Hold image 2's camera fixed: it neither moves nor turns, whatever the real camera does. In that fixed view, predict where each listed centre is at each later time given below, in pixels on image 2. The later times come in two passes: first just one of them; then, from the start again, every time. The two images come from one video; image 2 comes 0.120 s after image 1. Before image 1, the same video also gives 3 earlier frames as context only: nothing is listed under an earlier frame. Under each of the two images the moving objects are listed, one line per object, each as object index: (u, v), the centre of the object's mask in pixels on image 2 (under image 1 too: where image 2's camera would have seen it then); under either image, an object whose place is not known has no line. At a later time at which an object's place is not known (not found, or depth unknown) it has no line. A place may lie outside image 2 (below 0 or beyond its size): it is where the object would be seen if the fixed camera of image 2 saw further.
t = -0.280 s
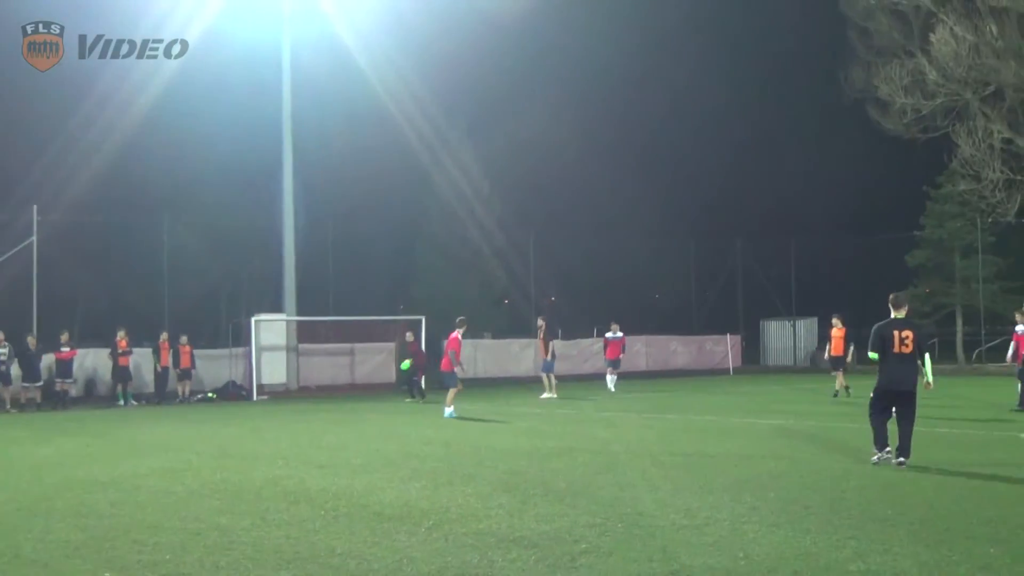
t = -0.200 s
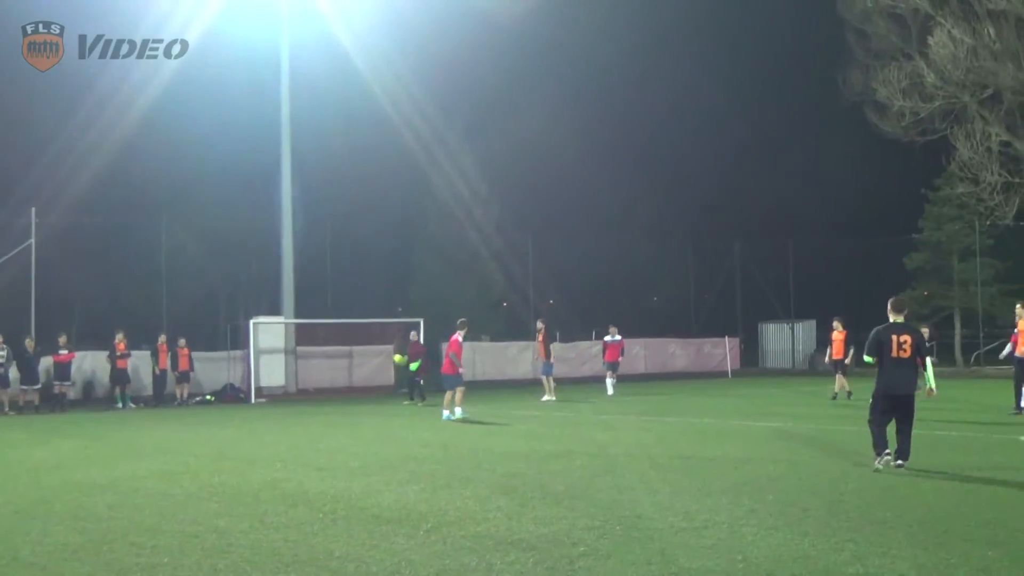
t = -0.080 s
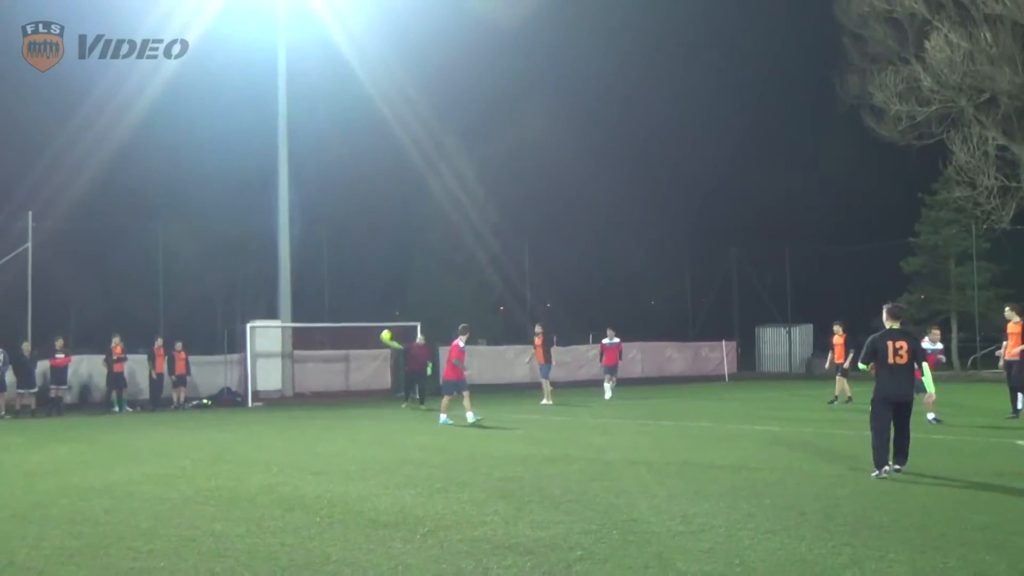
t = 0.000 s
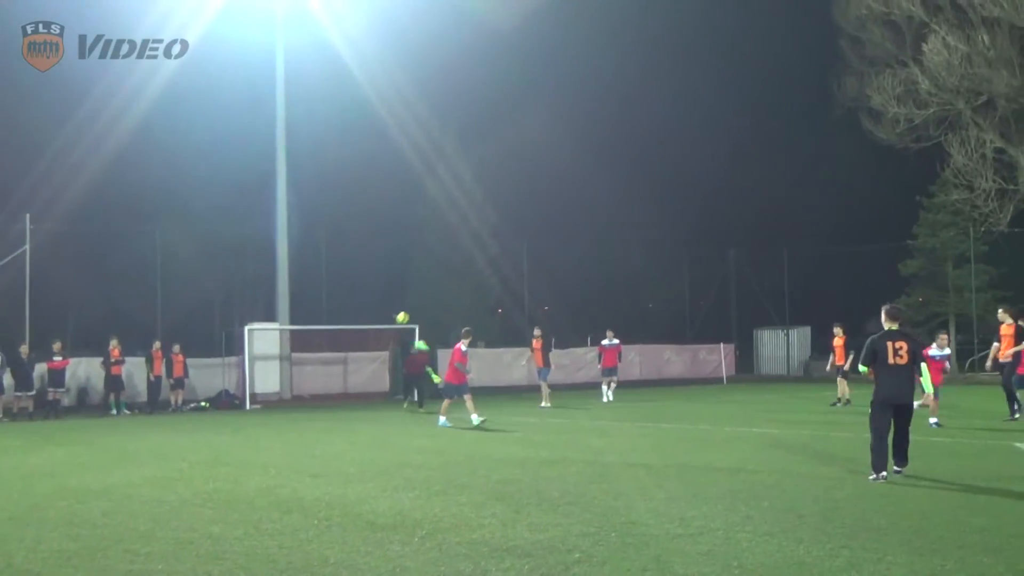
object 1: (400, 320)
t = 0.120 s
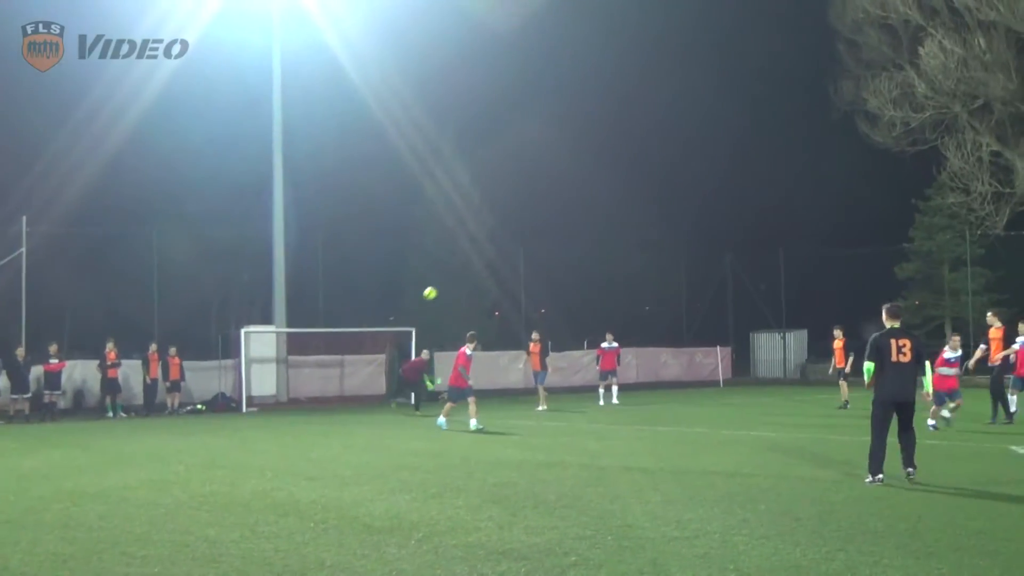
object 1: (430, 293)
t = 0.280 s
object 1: (472, 262)
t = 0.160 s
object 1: (440, 284)
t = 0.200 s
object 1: (451, 276)
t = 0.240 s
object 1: (461, 268)
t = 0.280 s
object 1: (472, 262)
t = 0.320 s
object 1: (482, 255)
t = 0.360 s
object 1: (492, 249)
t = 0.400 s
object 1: (503, 244)
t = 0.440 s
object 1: (511, 238)
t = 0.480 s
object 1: (520, 234)
